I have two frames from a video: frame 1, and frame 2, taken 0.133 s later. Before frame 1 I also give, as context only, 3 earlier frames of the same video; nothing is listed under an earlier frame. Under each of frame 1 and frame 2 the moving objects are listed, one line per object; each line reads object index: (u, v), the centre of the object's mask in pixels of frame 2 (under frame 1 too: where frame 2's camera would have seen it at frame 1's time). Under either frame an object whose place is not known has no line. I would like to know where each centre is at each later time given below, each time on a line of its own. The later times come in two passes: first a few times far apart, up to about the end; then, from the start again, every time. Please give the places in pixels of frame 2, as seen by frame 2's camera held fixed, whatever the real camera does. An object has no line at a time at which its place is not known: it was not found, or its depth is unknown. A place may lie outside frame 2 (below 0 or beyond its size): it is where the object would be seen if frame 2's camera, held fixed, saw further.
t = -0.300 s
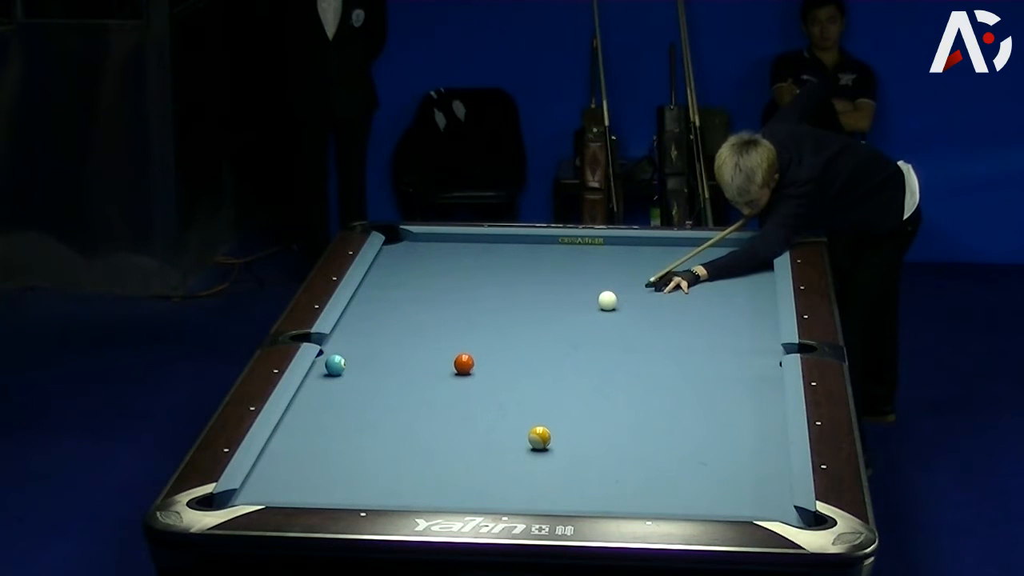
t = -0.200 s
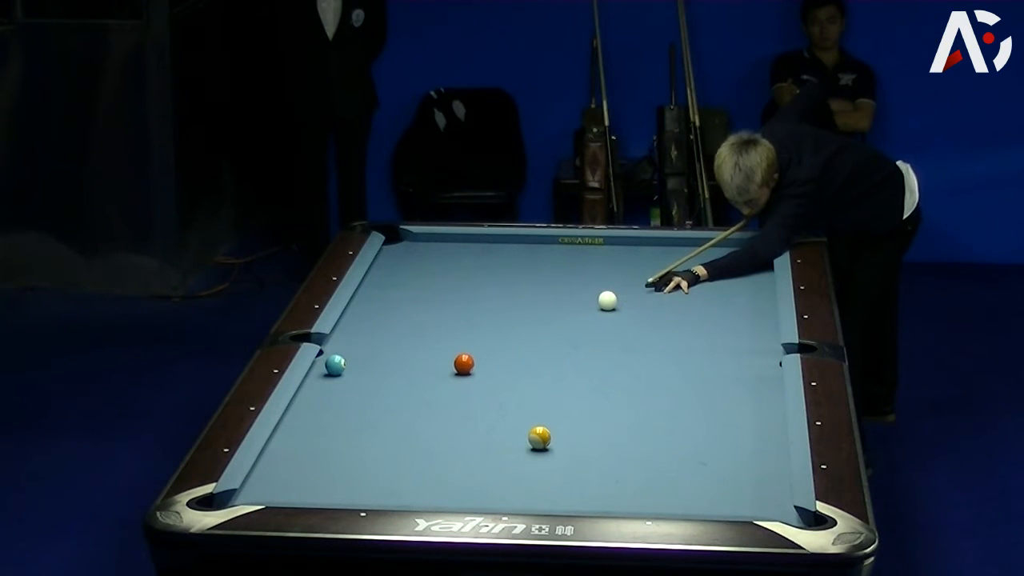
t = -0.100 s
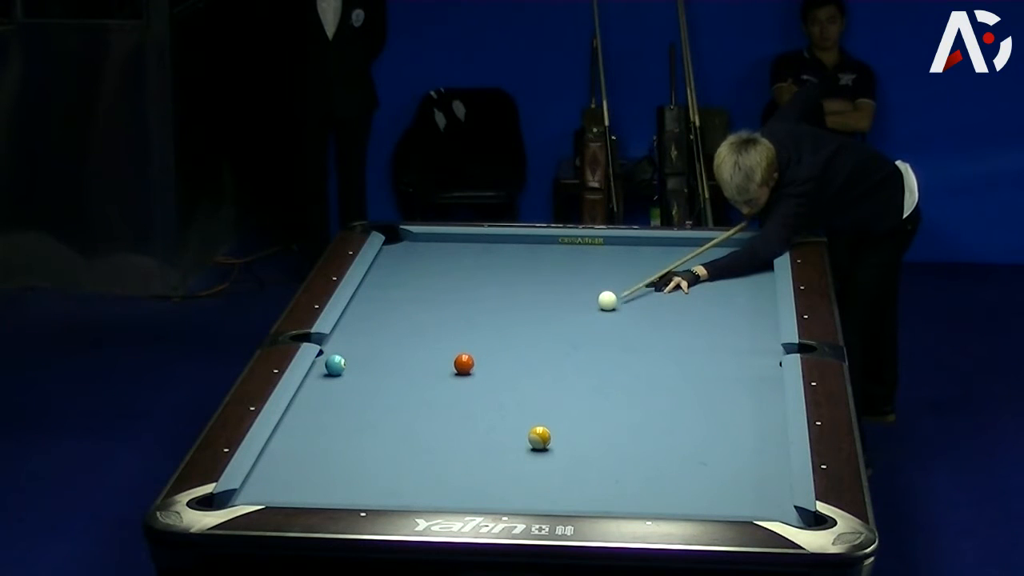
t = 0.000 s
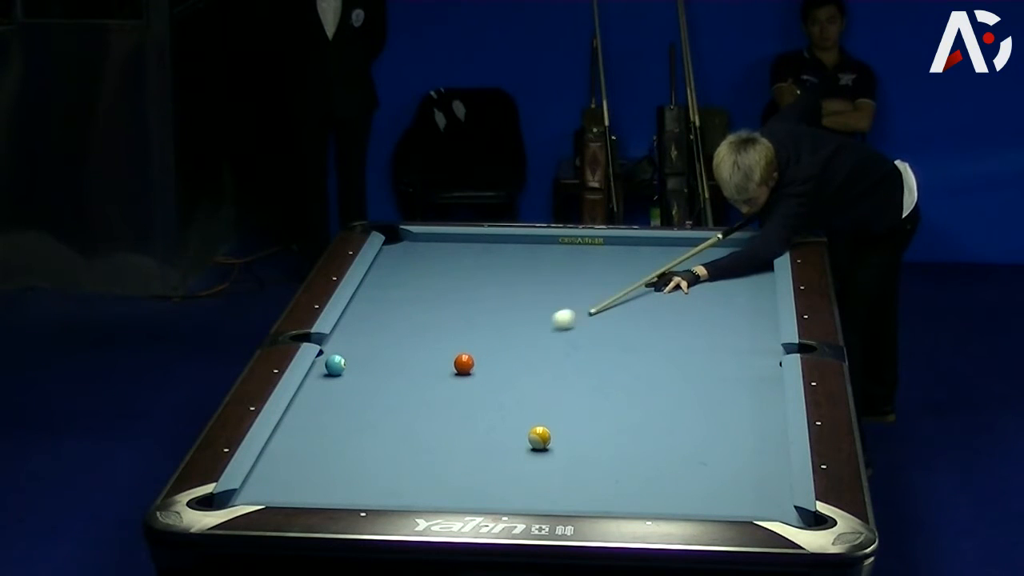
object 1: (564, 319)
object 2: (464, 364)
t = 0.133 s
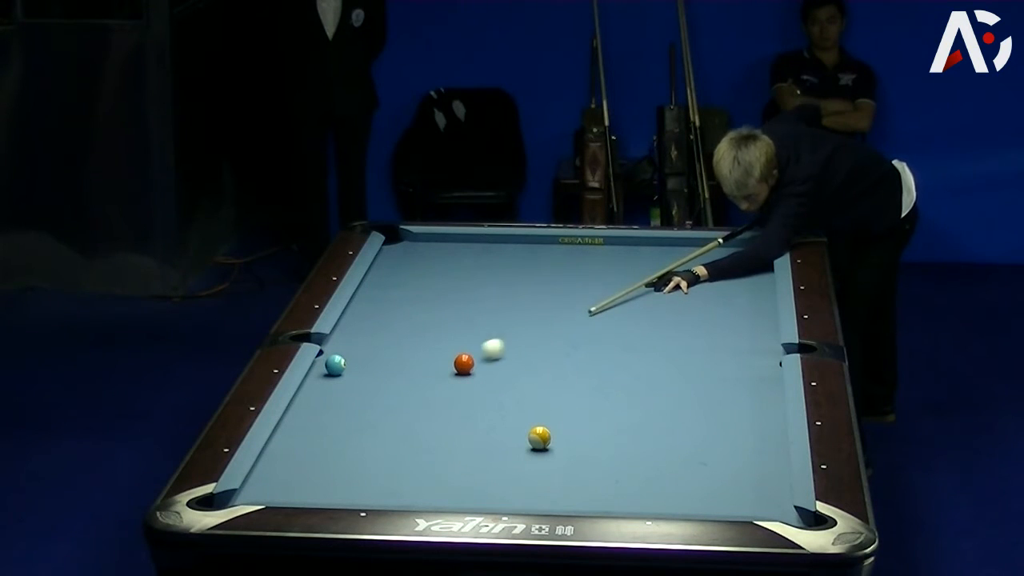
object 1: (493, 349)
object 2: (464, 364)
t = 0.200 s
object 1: (468, 357)
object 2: (454, 370)
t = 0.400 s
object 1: (451, 354)
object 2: (386, 415)
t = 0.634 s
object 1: (435, 349)
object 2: (311, 467)
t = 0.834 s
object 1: (422, 346)
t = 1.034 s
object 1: (410, 342)
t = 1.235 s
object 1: (399, 339)
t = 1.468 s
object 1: (388, 335)
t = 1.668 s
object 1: (378, 332)
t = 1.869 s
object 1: (370, 330)
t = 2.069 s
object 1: (362, 328)
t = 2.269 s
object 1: (355, 326)
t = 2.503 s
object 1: (348, 324)
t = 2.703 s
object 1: (348, 323)
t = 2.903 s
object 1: (351, 322)
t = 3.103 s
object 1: (354, 321)
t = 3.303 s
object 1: (355, 321)
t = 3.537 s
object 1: (355, 321)
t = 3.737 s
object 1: (355, 321)
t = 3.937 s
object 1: (355, 321)
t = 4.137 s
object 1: (355, 321)
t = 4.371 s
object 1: (356, 321)
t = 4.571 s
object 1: (356, 321)
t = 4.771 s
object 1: (355, 321)
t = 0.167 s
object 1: (478, 355)
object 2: (463, 364)
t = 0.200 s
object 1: (468, 357)
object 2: (454, 370)
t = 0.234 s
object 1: (464, 358)
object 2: (443, 377)
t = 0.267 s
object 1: (461, 357)
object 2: (431, 385)
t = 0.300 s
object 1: (458, 356)
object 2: (420, 393)
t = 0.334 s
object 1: (456, 355)
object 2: (409, 400)
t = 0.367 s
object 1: (453, 355)
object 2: (397, 408)
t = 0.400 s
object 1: (451, 354)
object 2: (386, 415)
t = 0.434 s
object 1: (448, 353)
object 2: (376, 422)
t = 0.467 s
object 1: (446, 353)
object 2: (365, 430)
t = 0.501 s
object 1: (444, 352)
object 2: (355, 437)
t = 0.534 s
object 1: (442, 351)
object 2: (344, 444)
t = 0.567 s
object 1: (439, 351)
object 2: (333, 451)
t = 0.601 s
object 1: (437, 350)
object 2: (322, 459)
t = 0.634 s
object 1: (435, 349)
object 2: (311, 467)
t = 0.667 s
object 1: (433, 349)
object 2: (300, 474)
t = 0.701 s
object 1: (430, 348)
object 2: (288, 482)
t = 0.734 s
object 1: (429, 347)
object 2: (276, 489)
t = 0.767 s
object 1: (426, 347)
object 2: (264, 494)
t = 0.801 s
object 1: (424, 346)
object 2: (248, 497)
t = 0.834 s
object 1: (422, 346)
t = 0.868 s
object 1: (420, 345)
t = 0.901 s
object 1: (418, 344)
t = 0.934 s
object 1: (416, 344)
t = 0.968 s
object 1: (414, 343)
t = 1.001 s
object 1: (412, 343)
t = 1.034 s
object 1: (410, 342)
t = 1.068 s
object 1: (408, 342)
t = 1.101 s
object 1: (406, 341)
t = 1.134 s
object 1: (404, 340)
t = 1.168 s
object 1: (403, 340)
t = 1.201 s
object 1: (401, 339)
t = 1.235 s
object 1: (399, 339)
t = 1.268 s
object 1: (398, 338)
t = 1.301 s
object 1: (396, 338)
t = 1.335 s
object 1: (394, 337)
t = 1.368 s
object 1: (393, 337)
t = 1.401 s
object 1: (391, 336)
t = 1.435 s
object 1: (389, 336)
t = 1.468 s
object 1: (388, 335)
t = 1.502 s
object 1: (386, 335)
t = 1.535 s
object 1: (384, 334)
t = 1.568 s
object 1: (383, 334)
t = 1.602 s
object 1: (381, 333)
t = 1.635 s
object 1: (380, 333)
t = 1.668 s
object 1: (378, 332)
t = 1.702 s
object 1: (377, 332)
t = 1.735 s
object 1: (376, 332)
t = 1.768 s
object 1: (374, 331)
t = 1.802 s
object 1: (373, 331)
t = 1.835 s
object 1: (371, 330)
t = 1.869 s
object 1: (370, 330)
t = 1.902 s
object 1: (369, 330)
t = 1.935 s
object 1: (367, 329)
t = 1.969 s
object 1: (366, 329)
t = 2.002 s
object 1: (364, 328)
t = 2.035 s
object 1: (363, 328)
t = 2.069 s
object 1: (362, 328)
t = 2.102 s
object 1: (361, 327)
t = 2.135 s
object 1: (360, 327)
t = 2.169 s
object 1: (358, 327)
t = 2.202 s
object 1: (357, 326)
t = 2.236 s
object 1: (356, 326)
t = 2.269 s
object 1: (355, 326)
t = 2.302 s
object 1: (354, 325)
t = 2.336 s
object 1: (353, 325)
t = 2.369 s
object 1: (352, 325)
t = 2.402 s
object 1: (351, 325)
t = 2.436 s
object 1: (350, 324)
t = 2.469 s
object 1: (349, 324)
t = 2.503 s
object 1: (348, 324)
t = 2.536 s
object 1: (347, 323)
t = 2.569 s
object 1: (346, 323)
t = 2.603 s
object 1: (347, 323)
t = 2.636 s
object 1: (347, 323)
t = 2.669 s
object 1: (348, 323)
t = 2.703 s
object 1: (348, 323)
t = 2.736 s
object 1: (349, 322)
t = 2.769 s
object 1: (349, 322)
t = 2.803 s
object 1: (350, 322)
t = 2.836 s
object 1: (350, 322)
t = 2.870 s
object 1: (351, 322)
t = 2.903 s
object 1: (351, 322)
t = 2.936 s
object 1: (352, 322)
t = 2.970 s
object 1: (352, 322)
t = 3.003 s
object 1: (353, 322)
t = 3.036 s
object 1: (353, 322)
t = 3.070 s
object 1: (353, 321)
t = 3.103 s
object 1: (354, 321)
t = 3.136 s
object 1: (354, 321)
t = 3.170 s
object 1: (354, 321)
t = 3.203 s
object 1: (354, 321)
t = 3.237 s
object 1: (355, 321)
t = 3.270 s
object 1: (355, 321)
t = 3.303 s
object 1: (355, 321)
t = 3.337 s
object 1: (355, 321)
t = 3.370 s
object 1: (355, 321)
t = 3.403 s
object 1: (355, 321)
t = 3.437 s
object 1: (355, 321)
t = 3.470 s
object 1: (355, 321)
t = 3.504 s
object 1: (355, 321)
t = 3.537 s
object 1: (355, 321)
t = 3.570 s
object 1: (355, 321)
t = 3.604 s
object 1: (355, 321)
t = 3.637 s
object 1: (355, 321)
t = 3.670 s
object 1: (355, 321)
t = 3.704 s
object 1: (355, 321)
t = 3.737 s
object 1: (355, 321)
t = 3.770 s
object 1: (355, 321)
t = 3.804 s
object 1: (355, 321)
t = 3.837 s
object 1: (355, 321)
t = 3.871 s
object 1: (355, 321)
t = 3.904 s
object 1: (355, 321)
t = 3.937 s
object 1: (355, 321)
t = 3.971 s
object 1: (355, 321)
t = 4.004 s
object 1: (355, 321)
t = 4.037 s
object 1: (355, 321)
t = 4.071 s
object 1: (355, 321)
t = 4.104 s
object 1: (355, 321)
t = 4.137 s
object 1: (355, 321)
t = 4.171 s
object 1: (355, 321)
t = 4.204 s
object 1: (355, 321)
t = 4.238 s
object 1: (355, 321)
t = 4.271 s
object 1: (355, 321)
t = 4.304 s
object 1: (356, 321)
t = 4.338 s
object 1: (356, 321)
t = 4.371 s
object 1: (356, 321)
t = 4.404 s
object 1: (356, 321)
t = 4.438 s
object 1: (356, 321)
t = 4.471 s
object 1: (356, 321)
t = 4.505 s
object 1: (356, 321)
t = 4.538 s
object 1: (356, 321)
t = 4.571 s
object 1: (356, 321)
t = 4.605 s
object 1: (356, 321)
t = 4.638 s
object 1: (356, 321)
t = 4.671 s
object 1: (355, 321)
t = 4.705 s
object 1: (356, 321)
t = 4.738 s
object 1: (356, 321)
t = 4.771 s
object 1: (355, 321)
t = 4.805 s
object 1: (356, 321)
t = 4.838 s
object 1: (355, 321)
